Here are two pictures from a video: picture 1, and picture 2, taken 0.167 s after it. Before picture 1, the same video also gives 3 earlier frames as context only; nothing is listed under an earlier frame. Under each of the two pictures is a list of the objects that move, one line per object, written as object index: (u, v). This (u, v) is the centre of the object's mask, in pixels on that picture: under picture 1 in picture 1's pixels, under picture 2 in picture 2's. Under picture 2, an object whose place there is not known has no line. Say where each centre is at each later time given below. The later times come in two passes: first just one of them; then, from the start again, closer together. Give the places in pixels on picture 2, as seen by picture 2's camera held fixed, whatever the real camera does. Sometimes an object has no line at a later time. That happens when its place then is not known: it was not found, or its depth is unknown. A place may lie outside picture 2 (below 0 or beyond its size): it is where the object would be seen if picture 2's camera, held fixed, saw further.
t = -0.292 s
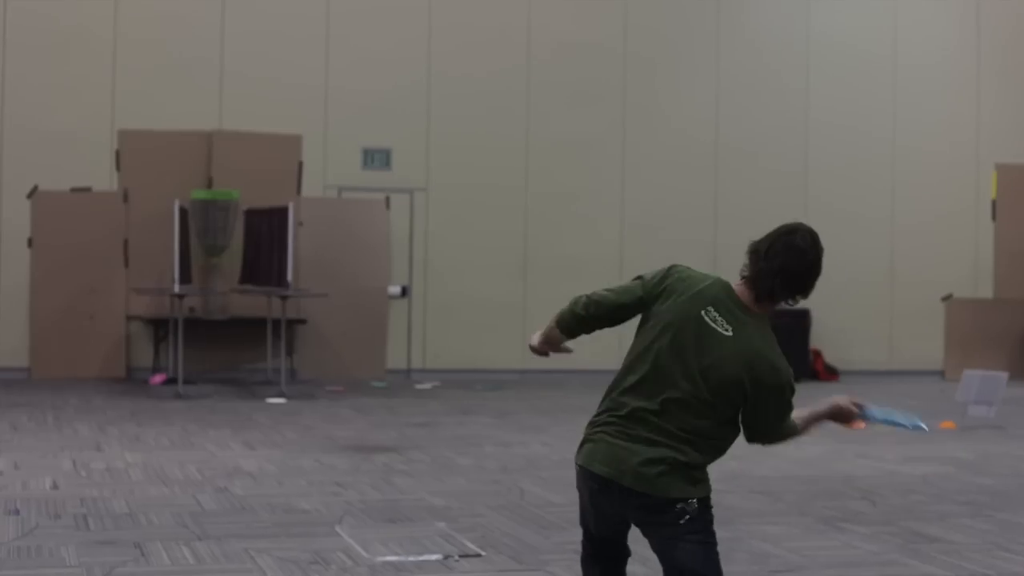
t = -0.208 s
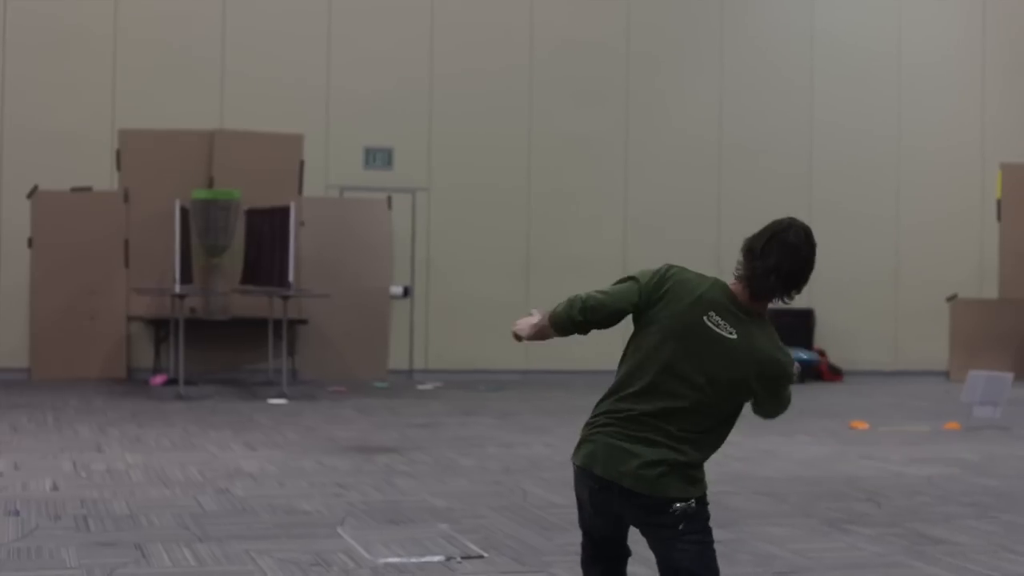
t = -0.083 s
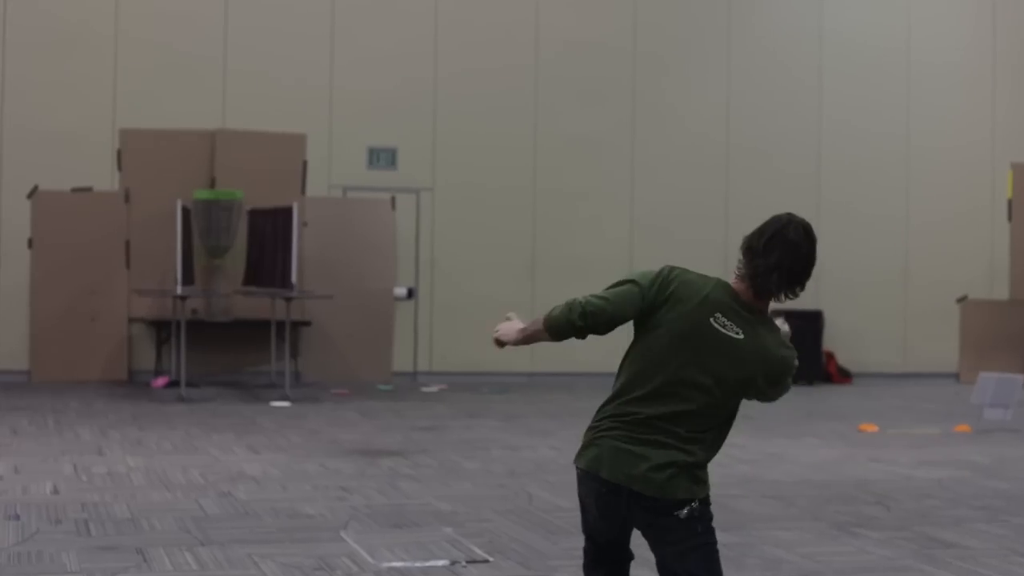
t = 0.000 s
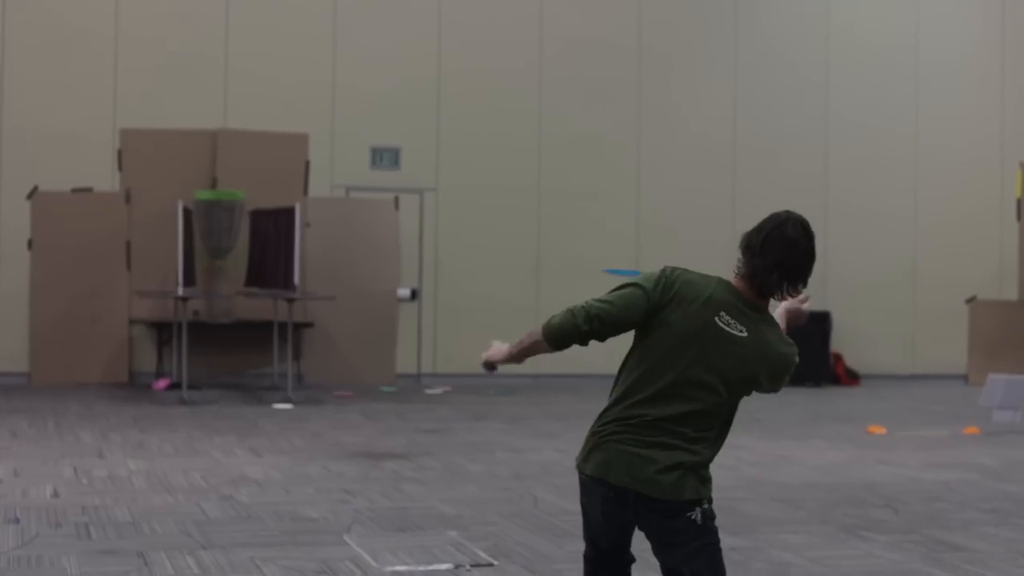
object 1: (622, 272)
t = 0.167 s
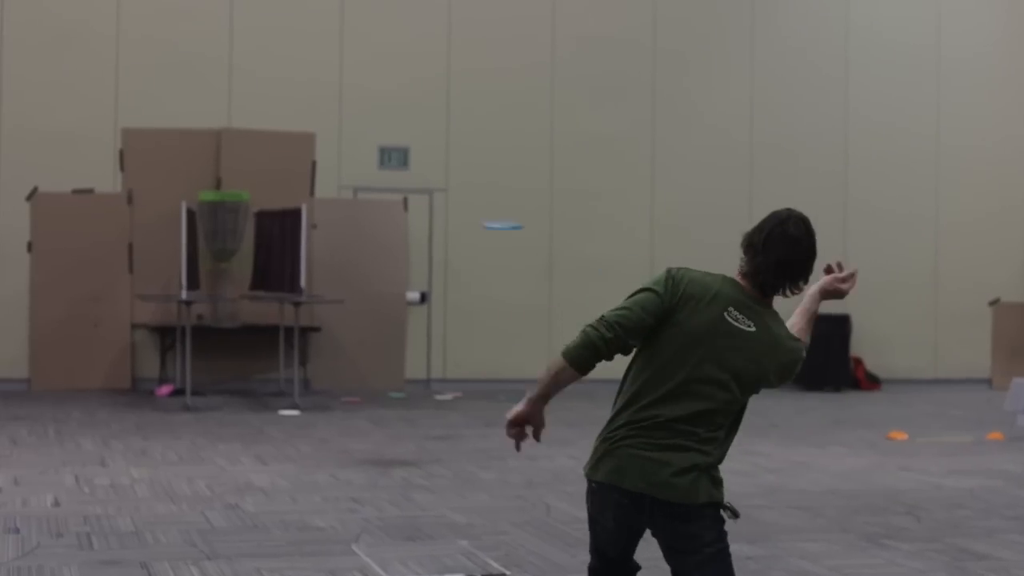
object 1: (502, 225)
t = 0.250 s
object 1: (431, 206)
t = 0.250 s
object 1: (431, 206)
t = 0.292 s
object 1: (408, 200)
